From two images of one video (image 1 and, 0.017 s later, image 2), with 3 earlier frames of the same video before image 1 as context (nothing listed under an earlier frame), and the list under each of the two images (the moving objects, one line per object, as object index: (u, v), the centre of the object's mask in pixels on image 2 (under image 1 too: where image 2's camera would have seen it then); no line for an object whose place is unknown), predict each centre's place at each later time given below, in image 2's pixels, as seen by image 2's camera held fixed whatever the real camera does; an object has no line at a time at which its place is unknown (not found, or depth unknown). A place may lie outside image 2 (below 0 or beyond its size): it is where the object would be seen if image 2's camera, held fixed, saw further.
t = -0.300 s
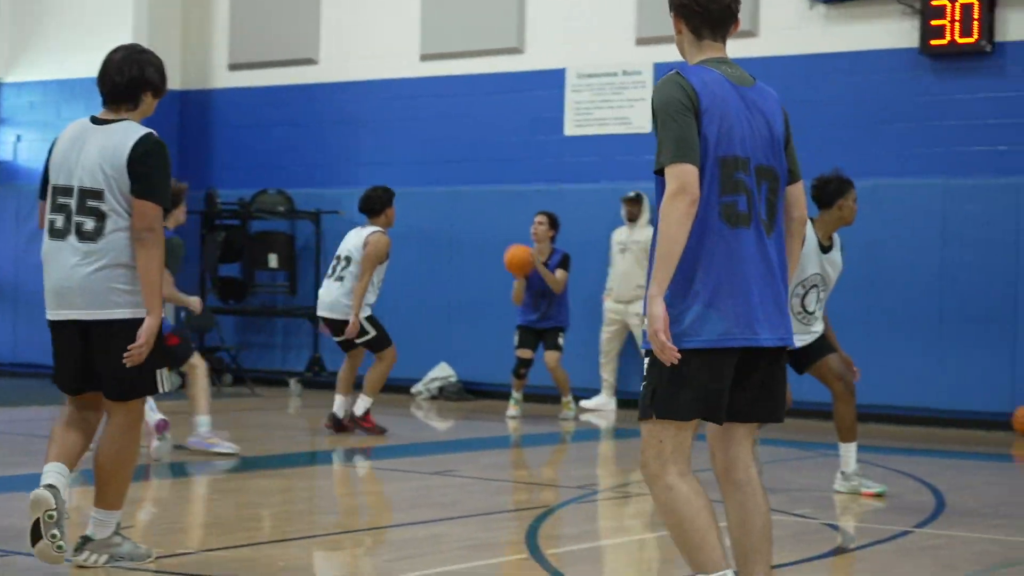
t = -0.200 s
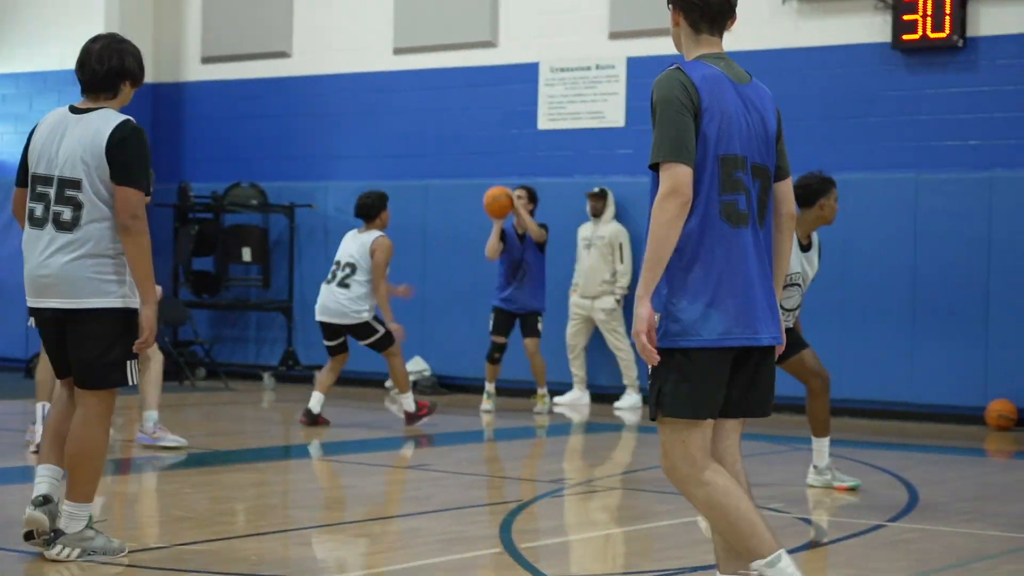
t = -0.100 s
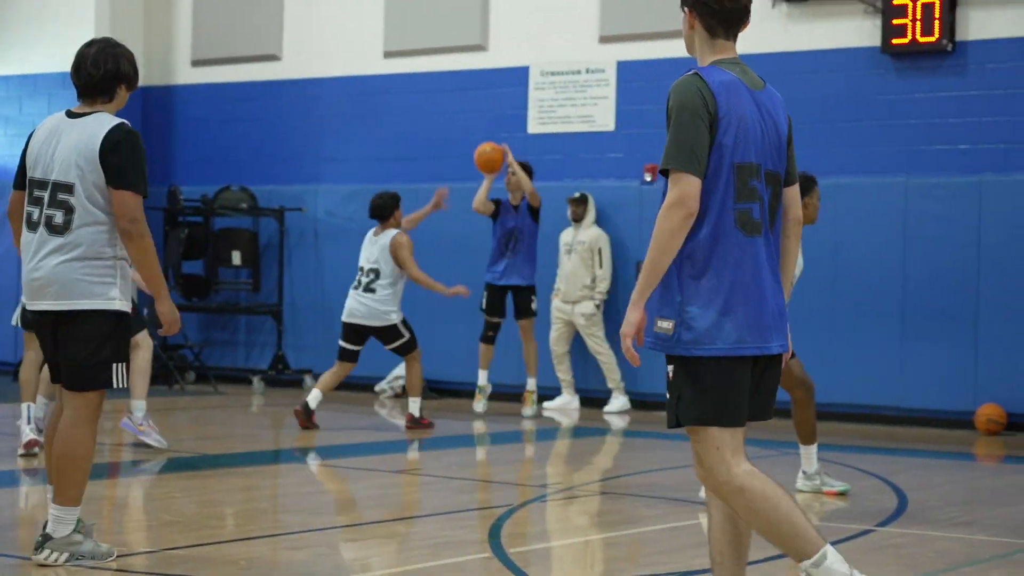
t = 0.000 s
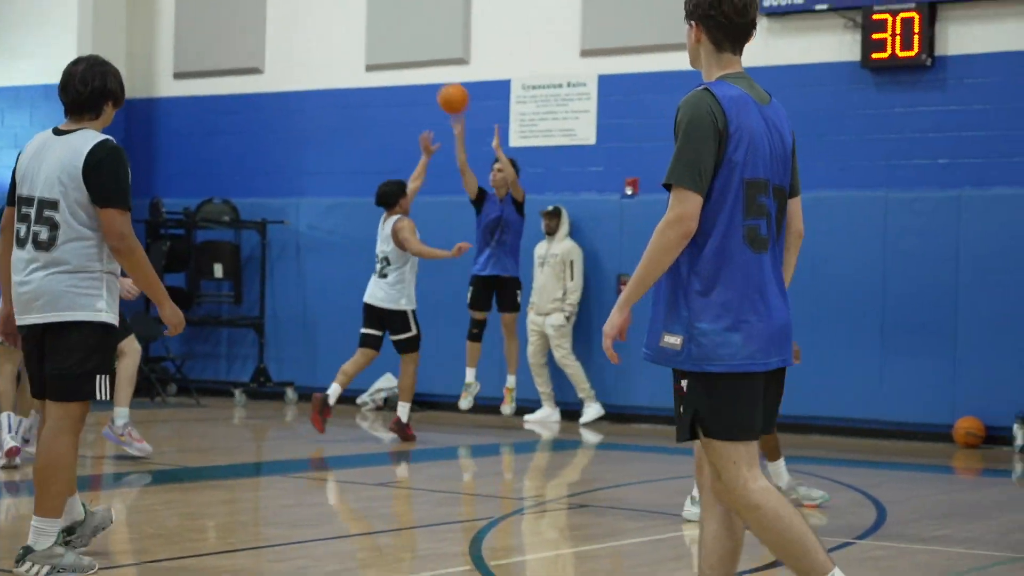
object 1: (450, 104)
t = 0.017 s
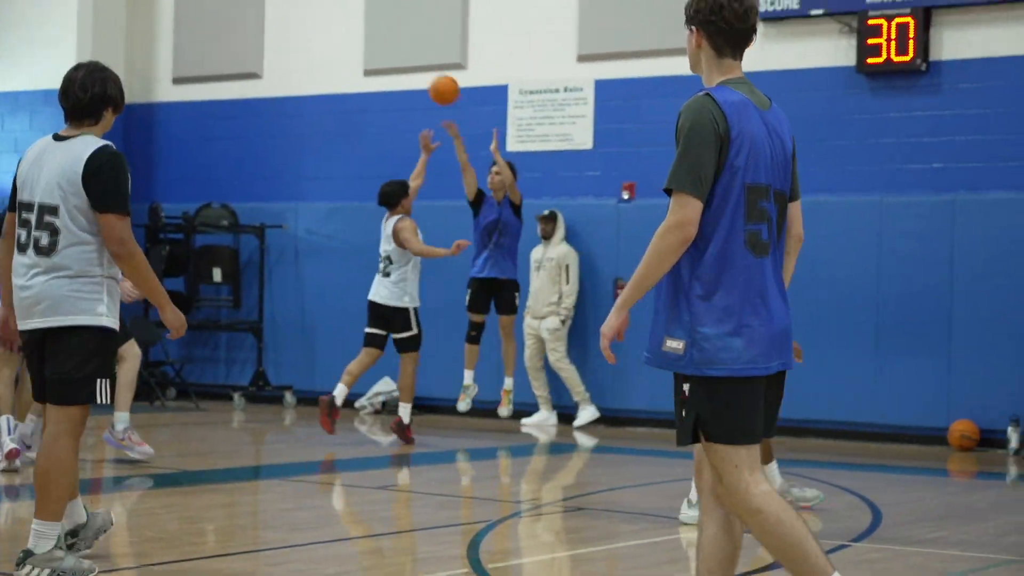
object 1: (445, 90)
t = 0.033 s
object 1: (438, 75)
